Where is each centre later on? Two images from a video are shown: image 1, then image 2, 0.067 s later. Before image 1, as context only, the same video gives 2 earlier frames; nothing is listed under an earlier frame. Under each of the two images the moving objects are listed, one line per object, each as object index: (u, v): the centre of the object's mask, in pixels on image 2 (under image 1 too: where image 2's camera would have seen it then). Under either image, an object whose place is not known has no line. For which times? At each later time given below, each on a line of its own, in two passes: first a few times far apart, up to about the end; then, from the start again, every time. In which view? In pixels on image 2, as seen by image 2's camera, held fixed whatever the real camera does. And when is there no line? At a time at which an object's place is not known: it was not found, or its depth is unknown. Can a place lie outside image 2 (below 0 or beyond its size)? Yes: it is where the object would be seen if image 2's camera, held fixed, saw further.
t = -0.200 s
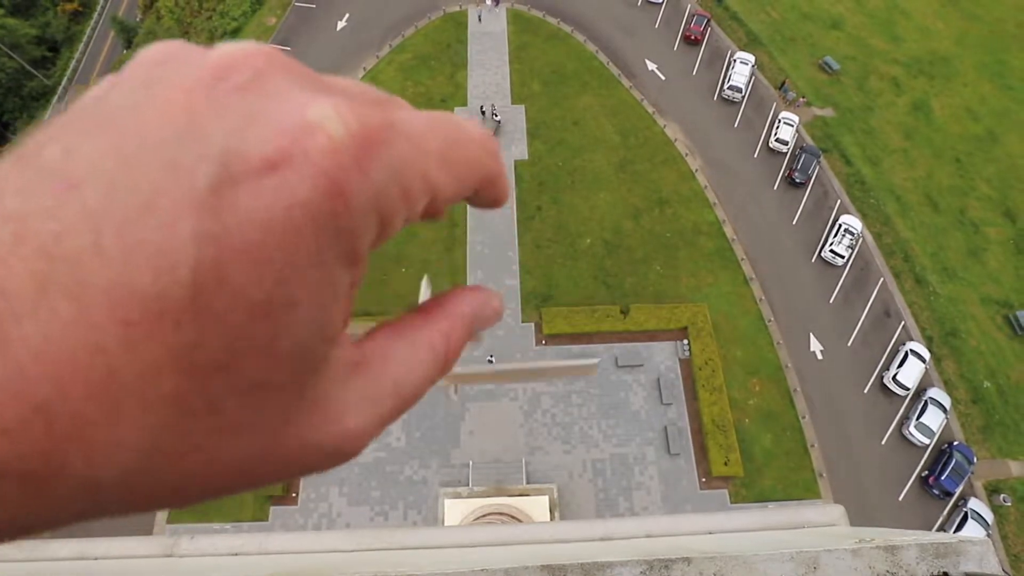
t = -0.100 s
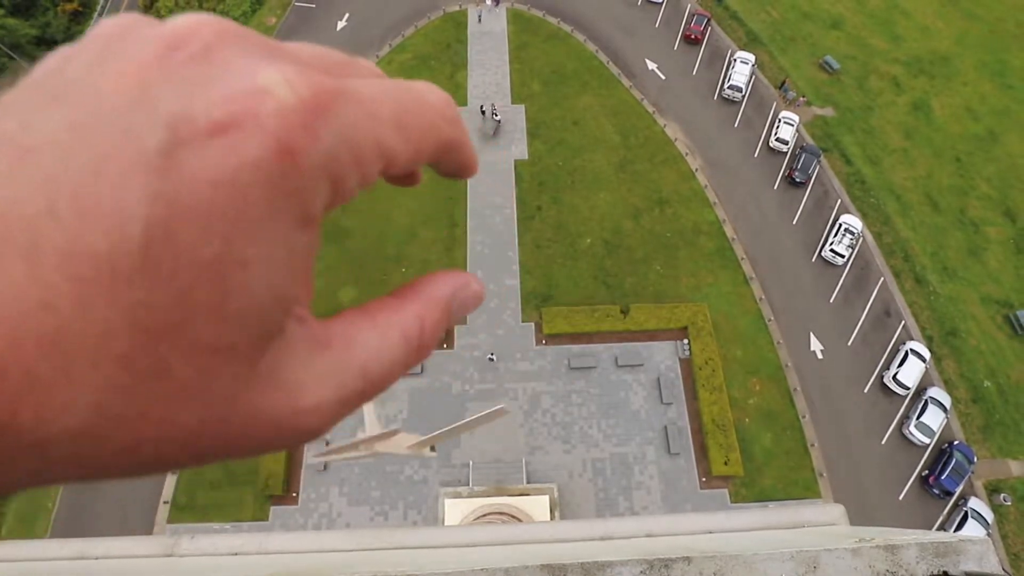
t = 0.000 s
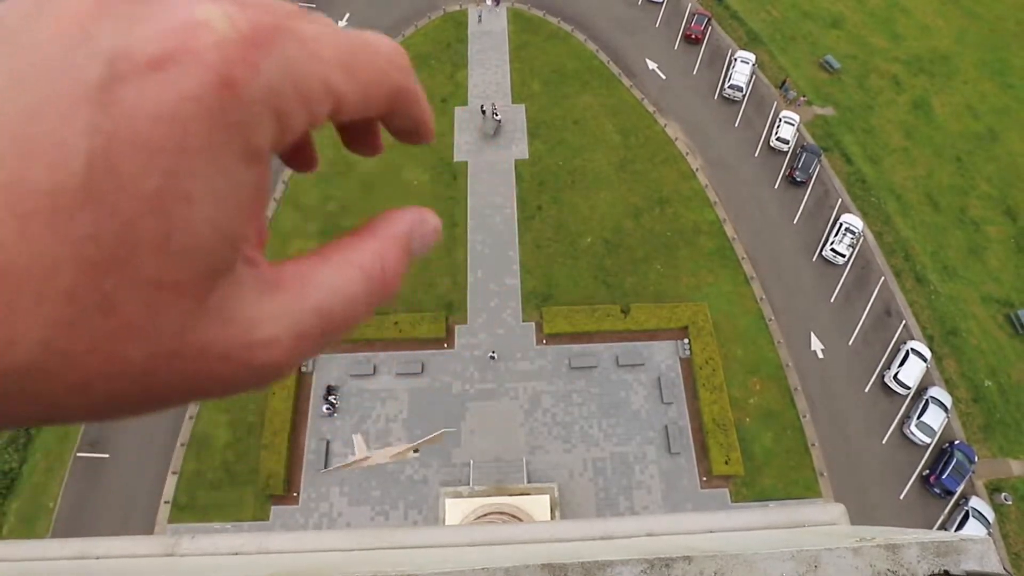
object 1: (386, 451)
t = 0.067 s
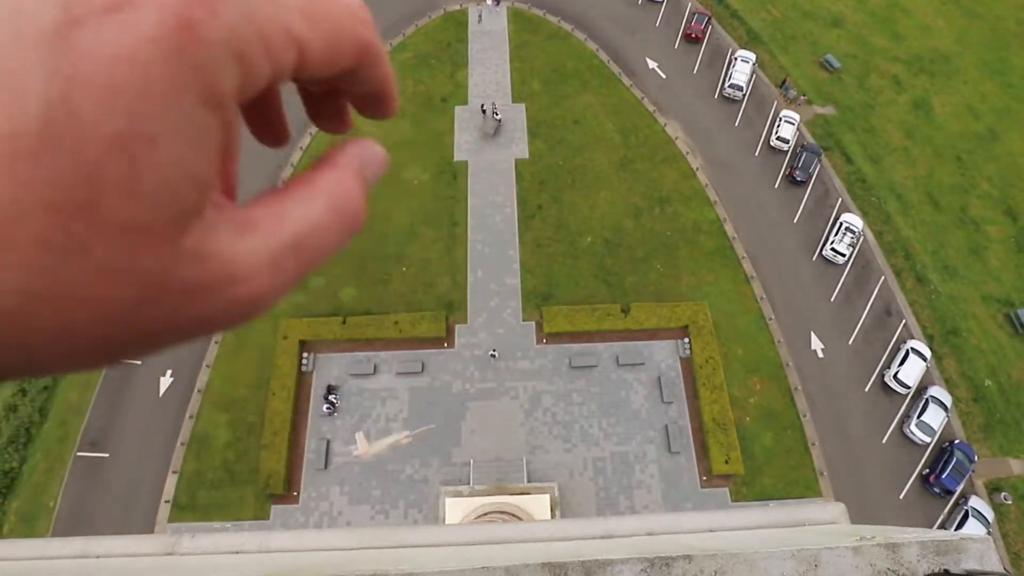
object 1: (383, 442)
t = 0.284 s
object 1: (380, 347)
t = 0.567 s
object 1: (346, 184)
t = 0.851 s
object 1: (296, 11)
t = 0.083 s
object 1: (382, 437)
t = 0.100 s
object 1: (379, 433)
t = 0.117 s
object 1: (382, 425)
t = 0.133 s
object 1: (382, 418)
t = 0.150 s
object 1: (381, 411)
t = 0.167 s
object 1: (380, 404)
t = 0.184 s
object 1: (380, 396)
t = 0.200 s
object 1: (381, 388)
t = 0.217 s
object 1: (380, 380)
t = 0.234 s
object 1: (380, 372)
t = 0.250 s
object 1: (380, 364)
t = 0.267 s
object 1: (380, 356)
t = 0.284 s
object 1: (380, 347)
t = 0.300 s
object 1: (380, 338)
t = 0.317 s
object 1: (379, 328)
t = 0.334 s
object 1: (377, 319)
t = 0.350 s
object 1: (376, 309)
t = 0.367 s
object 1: (374, 300)
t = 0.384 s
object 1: (373, 290)
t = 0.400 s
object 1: (371, 281)
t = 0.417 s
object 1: (369, 271)
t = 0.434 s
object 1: (367, 262)
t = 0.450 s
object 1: (364, 252)
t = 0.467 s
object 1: (362, 243)
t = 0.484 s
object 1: (359, 233)
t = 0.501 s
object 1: (357, 223)
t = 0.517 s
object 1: (354, 214)
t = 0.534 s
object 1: (351, 204)
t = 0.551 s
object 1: (349, 194)
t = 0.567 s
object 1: (346, 184)
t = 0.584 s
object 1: (343, 174)
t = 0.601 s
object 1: (339, 164)
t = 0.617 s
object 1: (336, 153)
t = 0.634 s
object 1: (334, 143)
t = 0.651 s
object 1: (330, 133)
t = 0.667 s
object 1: (328, 123)
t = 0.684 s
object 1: (325, 112)
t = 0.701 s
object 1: (322, 102)
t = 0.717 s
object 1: (319, 92)
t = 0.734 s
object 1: (316, 81)
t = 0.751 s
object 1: (313, 71)
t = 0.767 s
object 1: (310, 61)
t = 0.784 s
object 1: (307, 51)
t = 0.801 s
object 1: (304, 40)
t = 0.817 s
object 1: (301, 30)
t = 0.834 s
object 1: (298, 20)
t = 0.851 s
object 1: (296, 11)
